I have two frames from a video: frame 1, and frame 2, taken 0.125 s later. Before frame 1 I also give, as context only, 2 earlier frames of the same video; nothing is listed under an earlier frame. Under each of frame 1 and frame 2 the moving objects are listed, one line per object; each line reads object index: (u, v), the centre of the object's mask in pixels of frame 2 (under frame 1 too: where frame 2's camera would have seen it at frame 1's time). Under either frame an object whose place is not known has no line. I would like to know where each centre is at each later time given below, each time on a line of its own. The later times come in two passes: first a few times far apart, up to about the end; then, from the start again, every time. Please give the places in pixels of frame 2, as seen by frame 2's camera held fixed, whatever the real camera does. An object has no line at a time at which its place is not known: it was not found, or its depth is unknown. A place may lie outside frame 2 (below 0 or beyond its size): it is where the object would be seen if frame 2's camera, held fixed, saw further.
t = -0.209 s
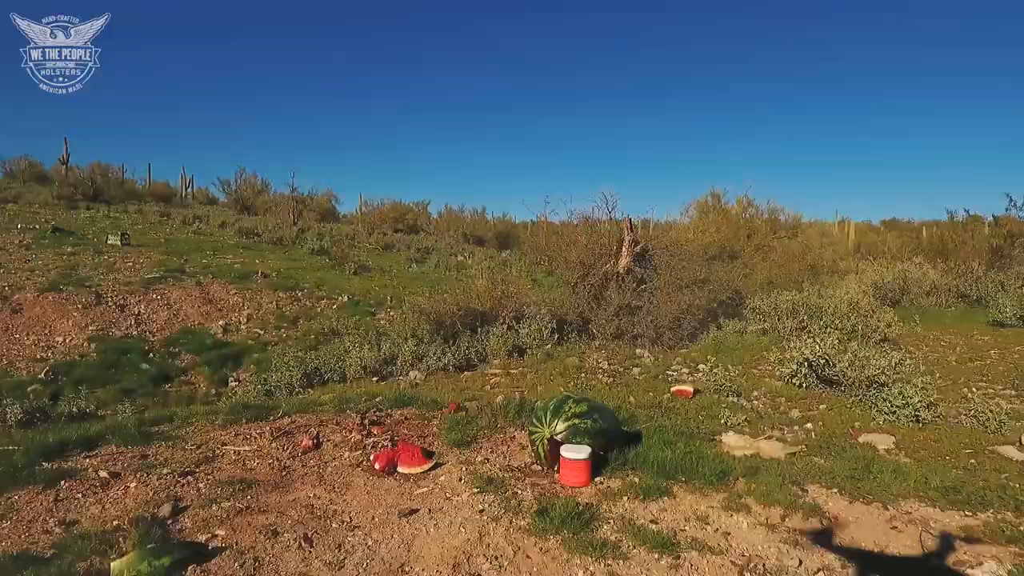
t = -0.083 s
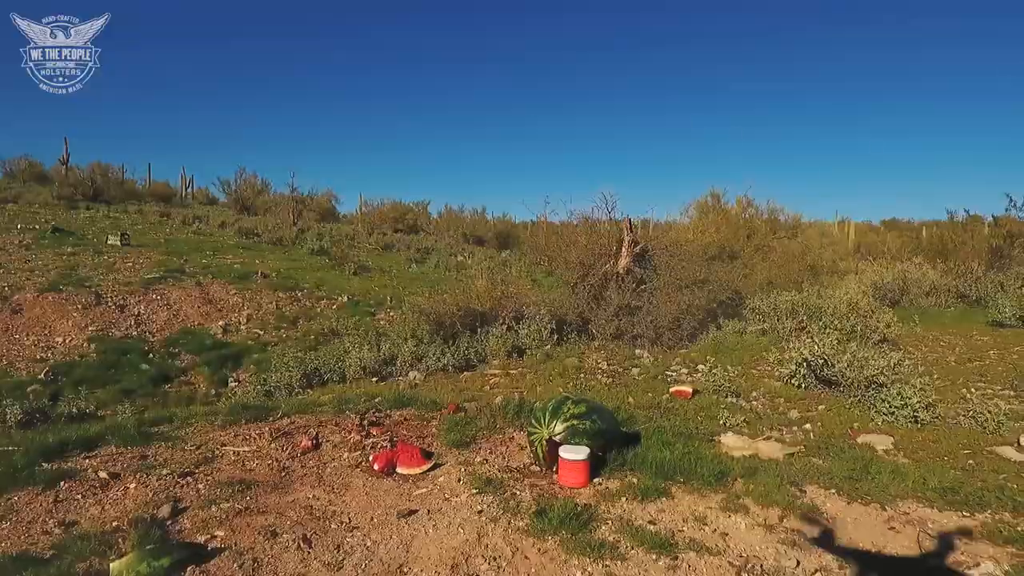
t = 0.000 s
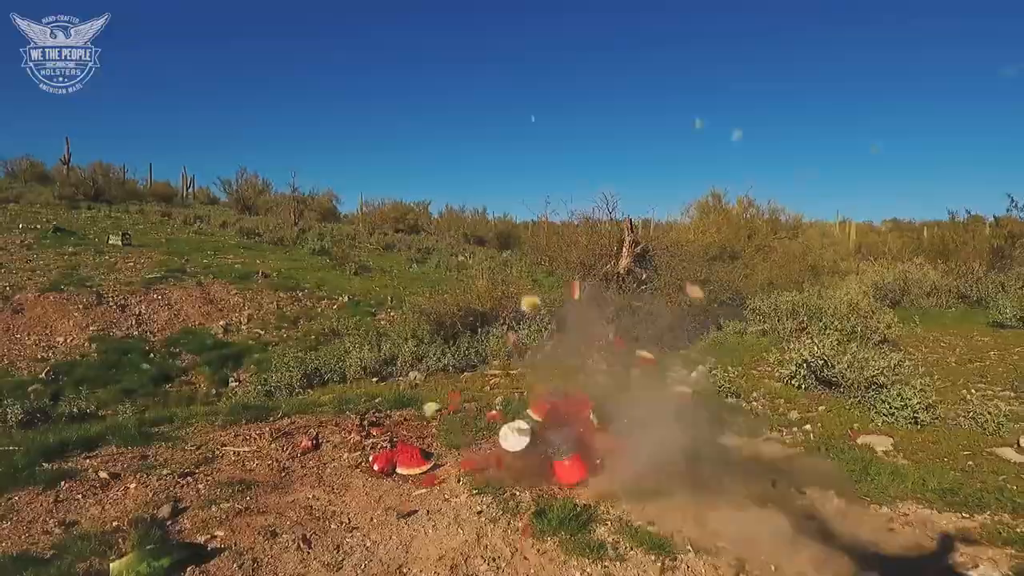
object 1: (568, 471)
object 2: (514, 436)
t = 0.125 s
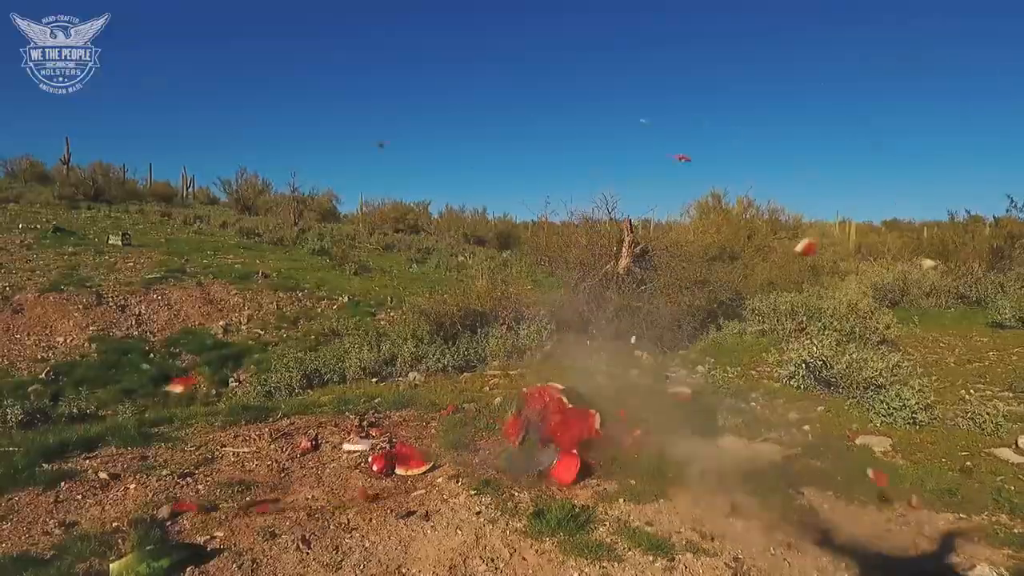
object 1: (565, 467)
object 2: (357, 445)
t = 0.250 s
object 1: (551, 471)
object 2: (224, 485)
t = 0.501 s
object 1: (558, 470)
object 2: (180, 489)
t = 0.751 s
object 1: (558, 470)
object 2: (180, 489)
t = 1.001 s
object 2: (180, 488)
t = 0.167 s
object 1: (563, 468)
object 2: (305, 460)
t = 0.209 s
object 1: (551, 471)
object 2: (248, 487)
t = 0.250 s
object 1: (551, 471)
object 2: (224, 485)
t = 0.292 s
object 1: (563, 472)
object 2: (208, 484)
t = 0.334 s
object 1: (564, 471)
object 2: (192, 486)
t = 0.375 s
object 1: (563, 471)
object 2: (183, 488)
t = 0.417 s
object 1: (562, 470)
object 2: (180, 489)
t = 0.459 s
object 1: (558, 470)
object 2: (180, 489)
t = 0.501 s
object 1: (558, 470)
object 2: (180, 489)
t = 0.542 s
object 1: (559, 470)
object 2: (180, 489)
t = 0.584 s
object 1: (558, 470)
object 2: (180, 489)
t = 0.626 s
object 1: (558, 470)
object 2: (180, 489)
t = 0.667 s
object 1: (558, 470)
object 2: (180, 489)
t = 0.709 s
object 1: (558, 470)
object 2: (180, 489)
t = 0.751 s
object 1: (558, 470)
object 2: (180, 489)
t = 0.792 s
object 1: (558, 470)
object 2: (180, 489)
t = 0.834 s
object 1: (558, 470)
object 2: (180, 489)
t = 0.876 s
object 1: (558, 470)
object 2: (180, 489)
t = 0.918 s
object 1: (558, 470)
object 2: (180, 489)
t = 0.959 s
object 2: (180, 488)
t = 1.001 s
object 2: (180, 488)
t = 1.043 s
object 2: (180, 488)
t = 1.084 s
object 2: (180, 488)
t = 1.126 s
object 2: (180, 488)
